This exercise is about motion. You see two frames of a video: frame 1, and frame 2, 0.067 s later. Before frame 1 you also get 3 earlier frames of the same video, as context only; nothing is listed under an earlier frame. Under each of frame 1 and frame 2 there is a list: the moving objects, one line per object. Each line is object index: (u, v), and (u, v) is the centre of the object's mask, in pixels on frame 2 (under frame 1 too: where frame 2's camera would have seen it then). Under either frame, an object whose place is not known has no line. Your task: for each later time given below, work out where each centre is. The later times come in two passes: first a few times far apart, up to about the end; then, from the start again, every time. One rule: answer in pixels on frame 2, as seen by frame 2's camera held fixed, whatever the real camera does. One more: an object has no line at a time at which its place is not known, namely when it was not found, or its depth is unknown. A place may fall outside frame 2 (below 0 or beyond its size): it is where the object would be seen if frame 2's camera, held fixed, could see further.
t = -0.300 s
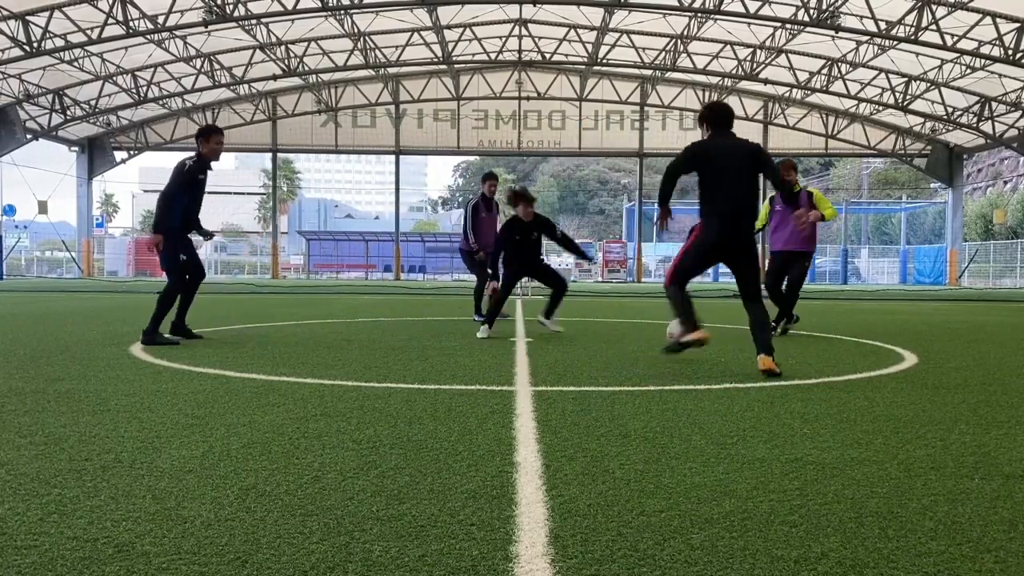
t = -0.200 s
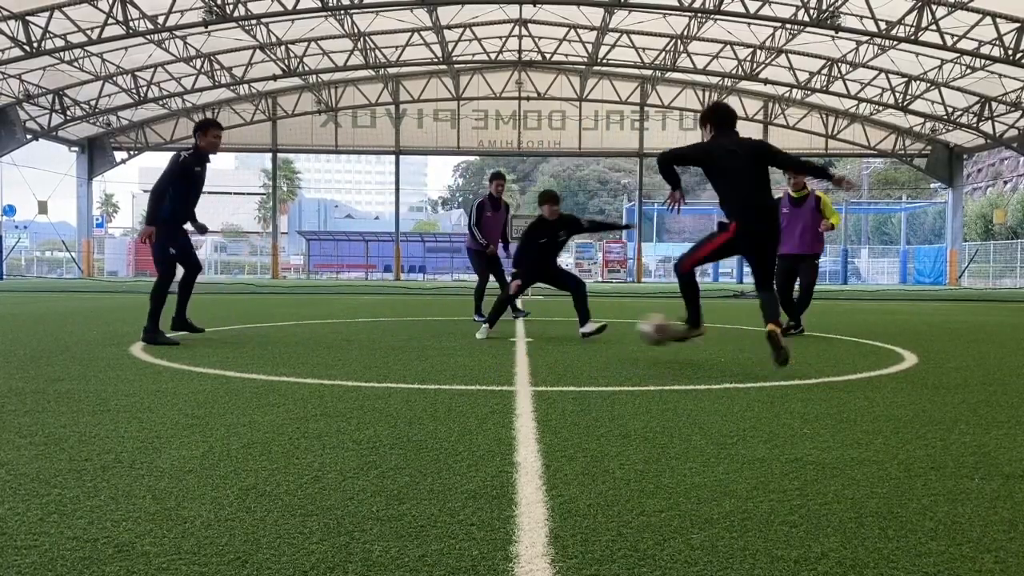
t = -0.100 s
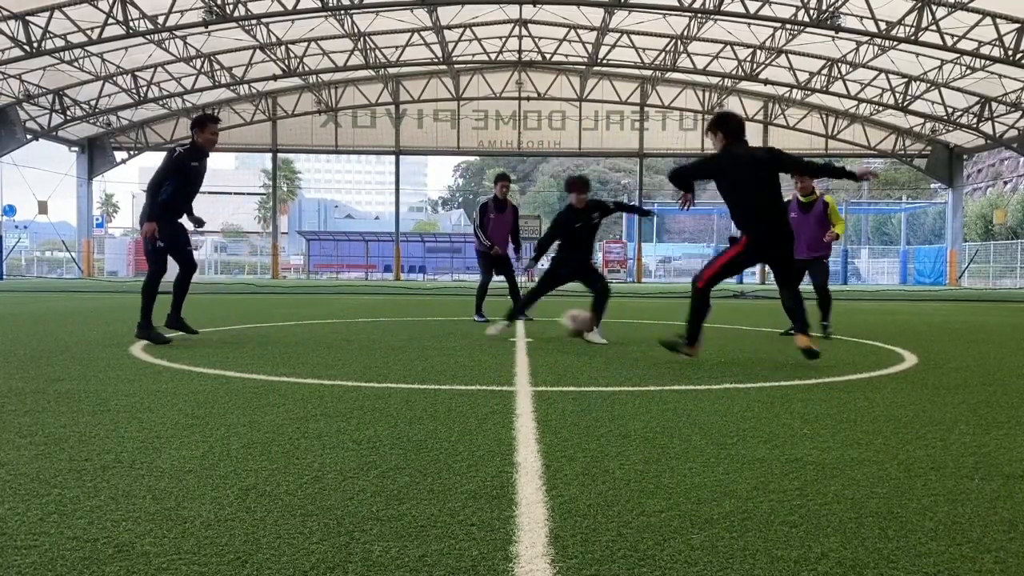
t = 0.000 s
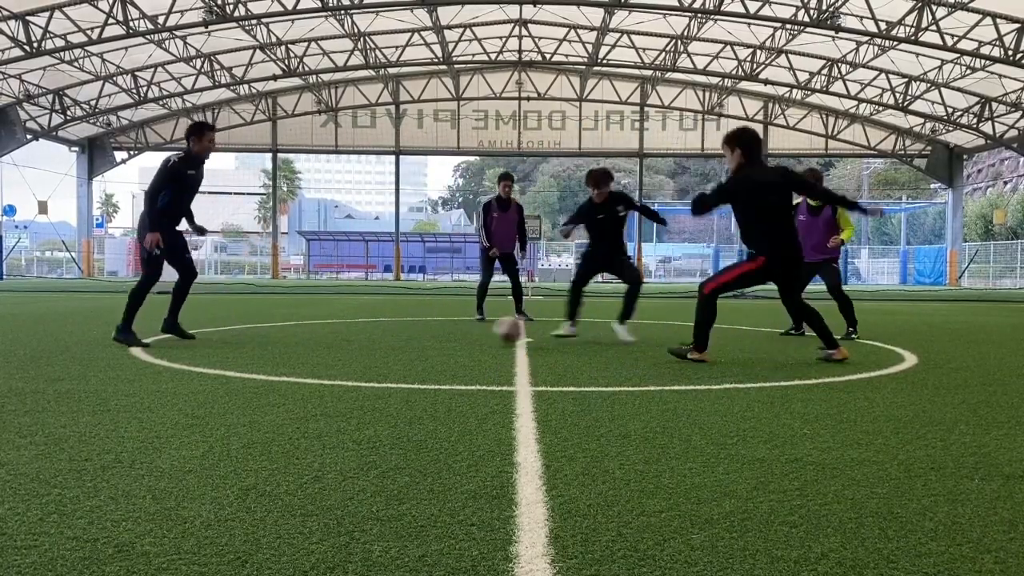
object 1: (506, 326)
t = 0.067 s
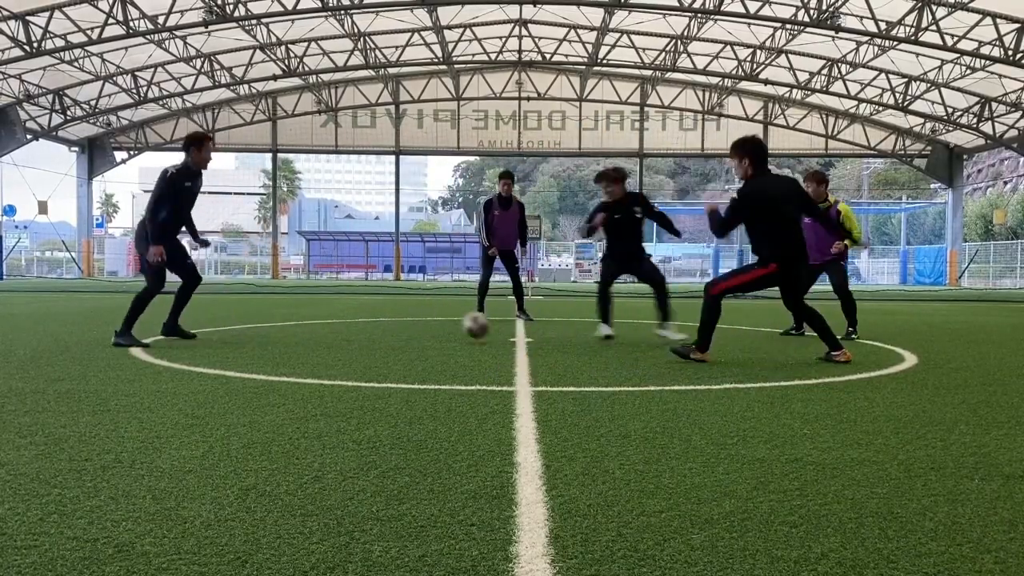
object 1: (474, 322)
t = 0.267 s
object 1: (398, 318)
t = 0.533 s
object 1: (335, 314)
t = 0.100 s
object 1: (461, 316)
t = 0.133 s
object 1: (447, 314)
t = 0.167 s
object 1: (434, 315)
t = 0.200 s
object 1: (421, 313)
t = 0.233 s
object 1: (410, 314)
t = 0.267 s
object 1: (398, 318)
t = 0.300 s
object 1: (387, 320)
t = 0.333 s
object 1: (380, 315)
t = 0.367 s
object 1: (371, 313)
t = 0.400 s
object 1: (364, 311)
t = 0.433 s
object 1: (357, 309)
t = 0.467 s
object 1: (349, 310)
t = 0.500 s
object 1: (343, 311)
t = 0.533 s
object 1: (335, 314)
